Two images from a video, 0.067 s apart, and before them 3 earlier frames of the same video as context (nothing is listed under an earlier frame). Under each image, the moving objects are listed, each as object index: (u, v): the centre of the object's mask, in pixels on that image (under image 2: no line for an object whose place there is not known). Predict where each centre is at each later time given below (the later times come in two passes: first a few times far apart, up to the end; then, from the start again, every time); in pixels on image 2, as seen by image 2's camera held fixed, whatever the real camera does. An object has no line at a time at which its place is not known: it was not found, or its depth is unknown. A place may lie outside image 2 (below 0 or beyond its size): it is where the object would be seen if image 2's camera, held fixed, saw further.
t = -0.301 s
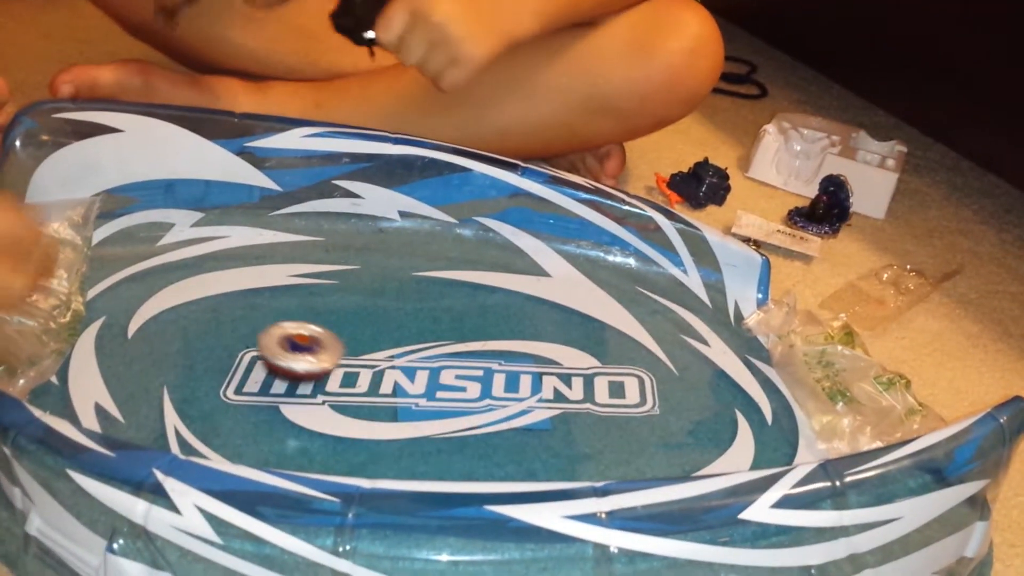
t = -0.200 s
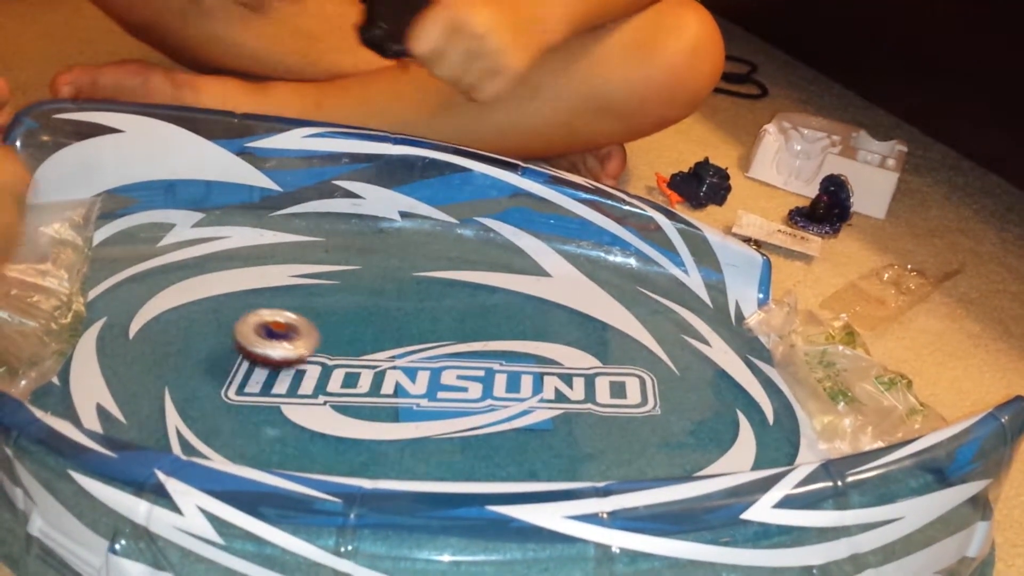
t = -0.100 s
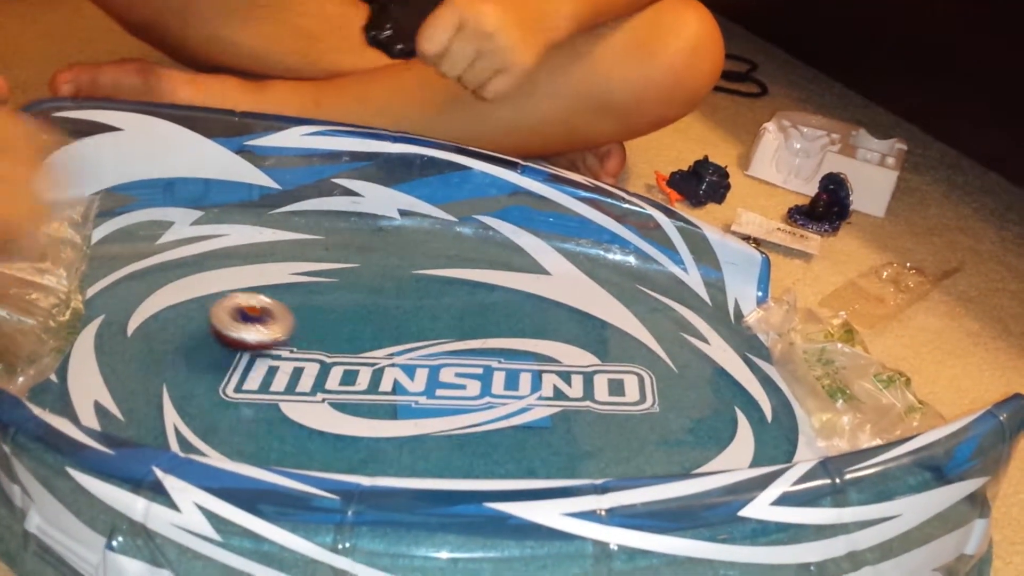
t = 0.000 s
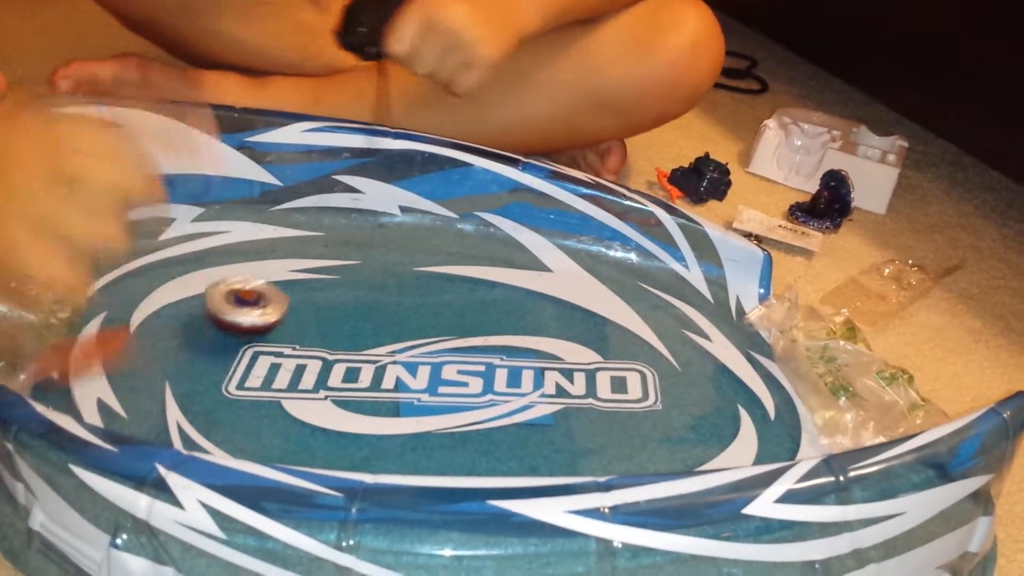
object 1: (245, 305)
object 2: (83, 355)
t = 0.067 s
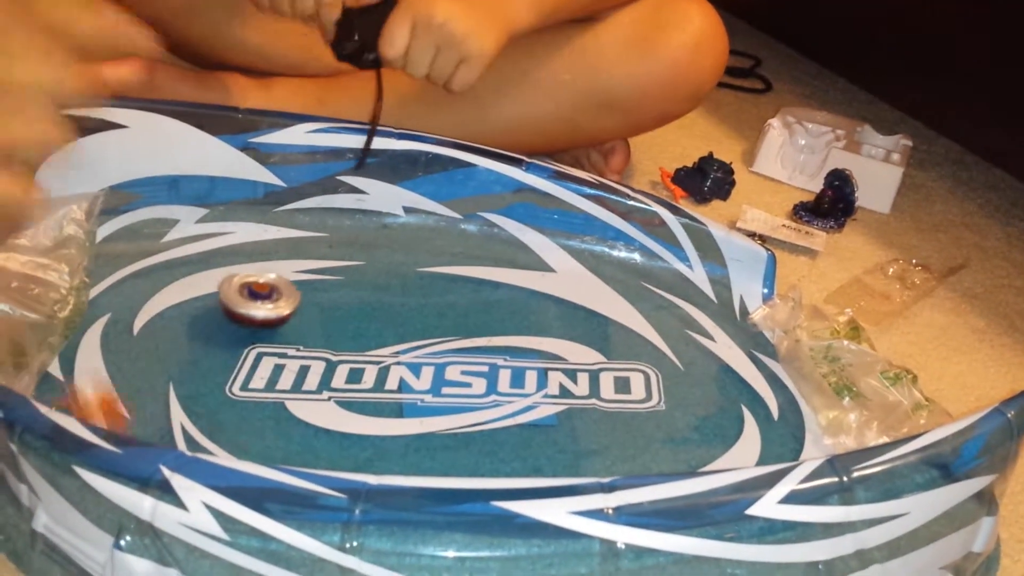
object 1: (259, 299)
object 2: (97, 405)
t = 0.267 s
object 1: (270, 284)
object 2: (399, 468)
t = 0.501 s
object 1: (273, 284)
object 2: (546, 444)
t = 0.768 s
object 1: (282, 295)
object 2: (555, 431)
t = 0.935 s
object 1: (298, 305)
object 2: (555, 431)
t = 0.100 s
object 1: (262, 295)
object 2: (142, 427)
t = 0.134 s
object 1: (264, 292)
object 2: (199, 440)
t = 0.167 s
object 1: (266, 290)
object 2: (266, 454)
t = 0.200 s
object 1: (268, 287)
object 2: (302, 461)
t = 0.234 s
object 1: (269, 286)
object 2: (367, 468)
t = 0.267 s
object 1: (270, 284)
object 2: (399, 468)
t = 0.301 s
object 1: (270, 283)
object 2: (440, 464)
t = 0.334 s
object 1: (271, 282)
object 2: (474, 463)
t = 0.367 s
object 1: (271, 282)
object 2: (500, 463)
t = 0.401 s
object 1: (272, 282)
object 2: (513, 460)
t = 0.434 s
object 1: (272, 282)
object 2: (529, 457)
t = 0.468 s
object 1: (272, 283)
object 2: (539, 452)
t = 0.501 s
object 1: (273, 284)
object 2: (546, 444)
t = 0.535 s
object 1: (273, 284)
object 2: (551, 439)
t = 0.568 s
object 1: (274, 285)
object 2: (555, 435)
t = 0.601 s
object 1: (275, 287)
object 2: (555, 433)
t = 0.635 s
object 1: (276, 288)
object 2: (555, 432)
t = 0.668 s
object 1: (278, 290)
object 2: (555, 432)
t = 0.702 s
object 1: (279, 291)
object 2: (555, 432)
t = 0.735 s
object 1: (280, 294)
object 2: (555, 431)
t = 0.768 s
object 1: (282, 295)
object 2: (555, 431)
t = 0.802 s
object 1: (285, 297)
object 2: (555, 431)
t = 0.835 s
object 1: (288, 299)
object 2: (555, 431)
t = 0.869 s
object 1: (290, 301)
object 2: (555, 431)
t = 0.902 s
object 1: (294, 303)
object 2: (555, 431)
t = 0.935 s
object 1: (298, 305)
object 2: (555, 431)
